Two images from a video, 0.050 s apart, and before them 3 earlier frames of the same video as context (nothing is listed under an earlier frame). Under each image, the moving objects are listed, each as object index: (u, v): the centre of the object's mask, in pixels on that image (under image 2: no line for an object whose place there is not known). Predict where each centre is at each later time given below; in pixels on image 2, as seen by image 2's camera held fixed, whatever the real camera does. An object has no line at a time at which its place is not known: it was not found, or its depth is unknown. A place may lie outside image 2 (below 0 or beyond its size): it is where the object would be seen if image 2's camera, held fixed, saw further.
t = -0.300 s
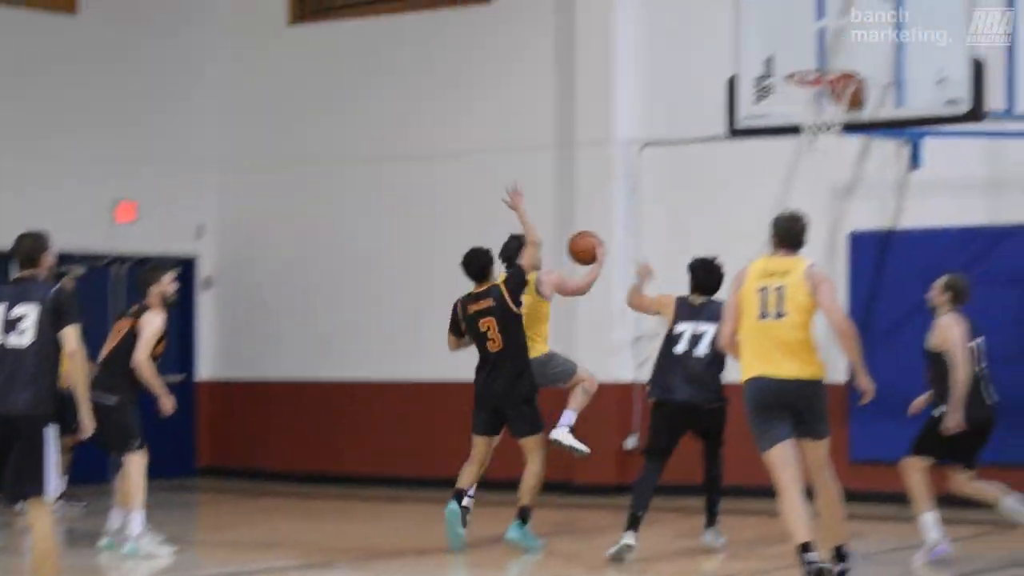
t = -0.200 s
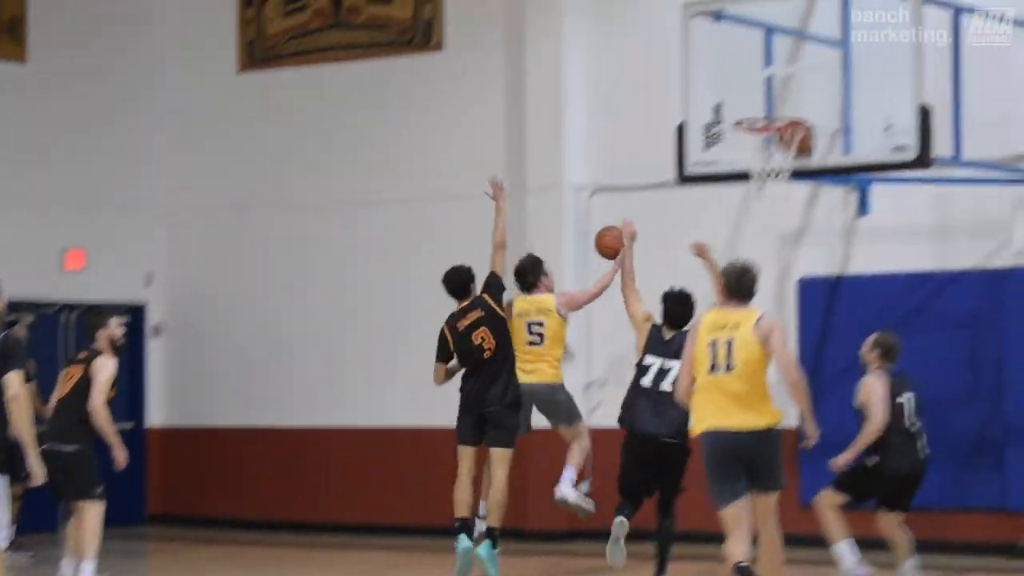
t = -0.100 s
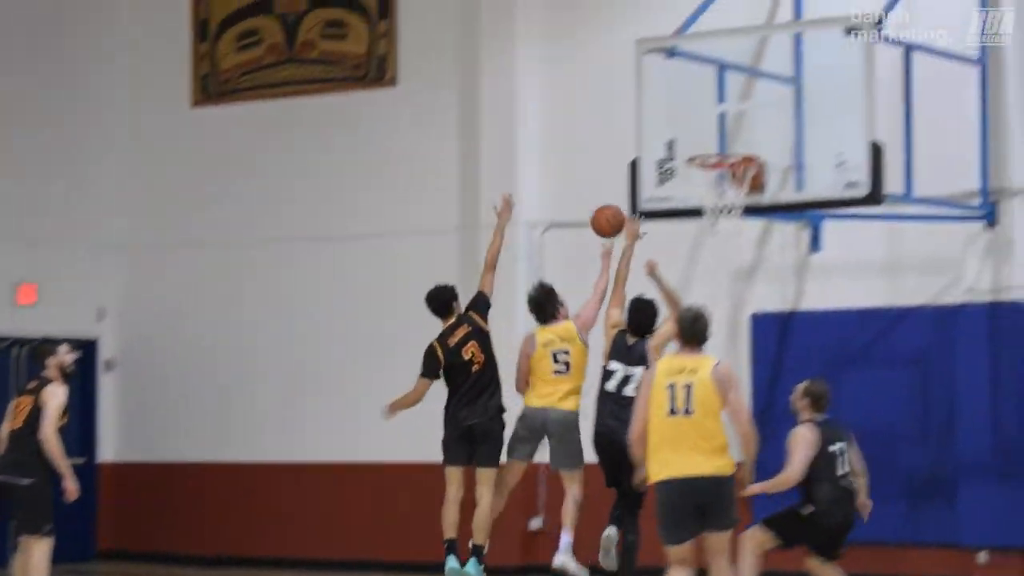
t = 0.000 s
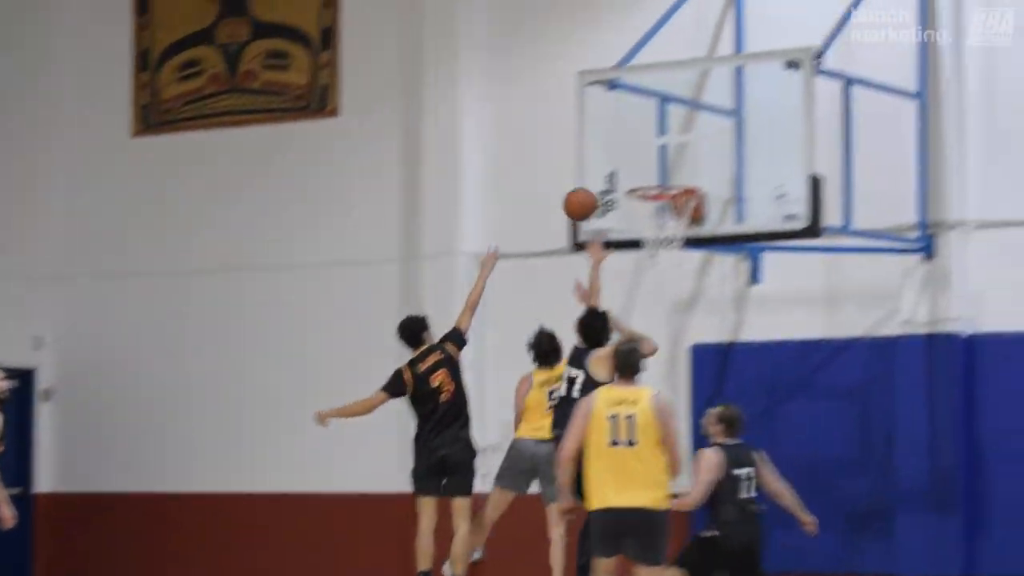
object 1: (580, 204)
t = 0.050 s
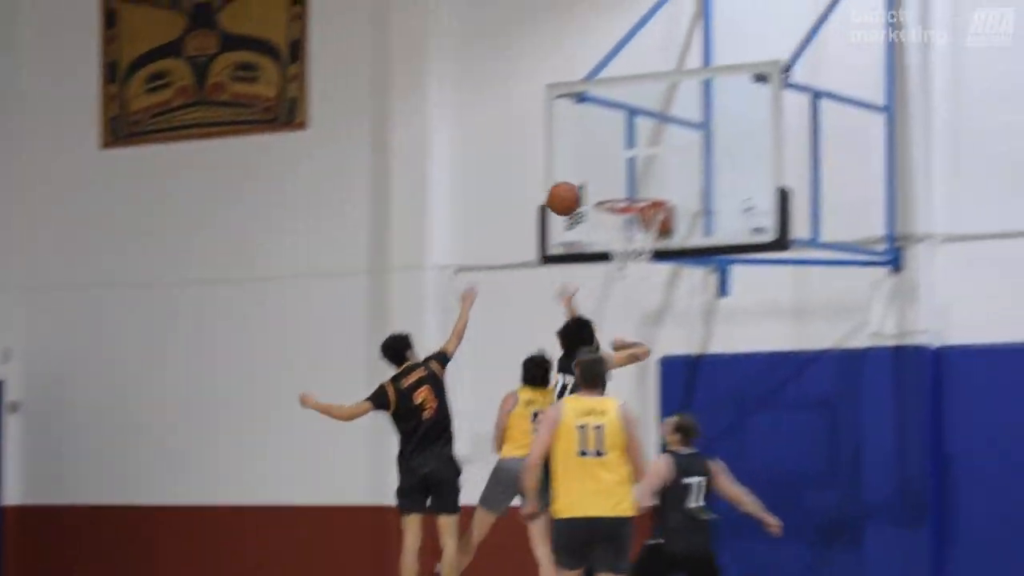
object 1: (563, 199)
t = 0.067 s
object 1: (568, 193)
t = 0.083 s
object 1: (573, 188)
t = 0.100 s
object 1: (577, 183)
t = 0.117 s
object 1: (581, 179)
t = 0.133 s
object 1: (585, 175)
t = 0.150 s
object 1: (590, 171)
